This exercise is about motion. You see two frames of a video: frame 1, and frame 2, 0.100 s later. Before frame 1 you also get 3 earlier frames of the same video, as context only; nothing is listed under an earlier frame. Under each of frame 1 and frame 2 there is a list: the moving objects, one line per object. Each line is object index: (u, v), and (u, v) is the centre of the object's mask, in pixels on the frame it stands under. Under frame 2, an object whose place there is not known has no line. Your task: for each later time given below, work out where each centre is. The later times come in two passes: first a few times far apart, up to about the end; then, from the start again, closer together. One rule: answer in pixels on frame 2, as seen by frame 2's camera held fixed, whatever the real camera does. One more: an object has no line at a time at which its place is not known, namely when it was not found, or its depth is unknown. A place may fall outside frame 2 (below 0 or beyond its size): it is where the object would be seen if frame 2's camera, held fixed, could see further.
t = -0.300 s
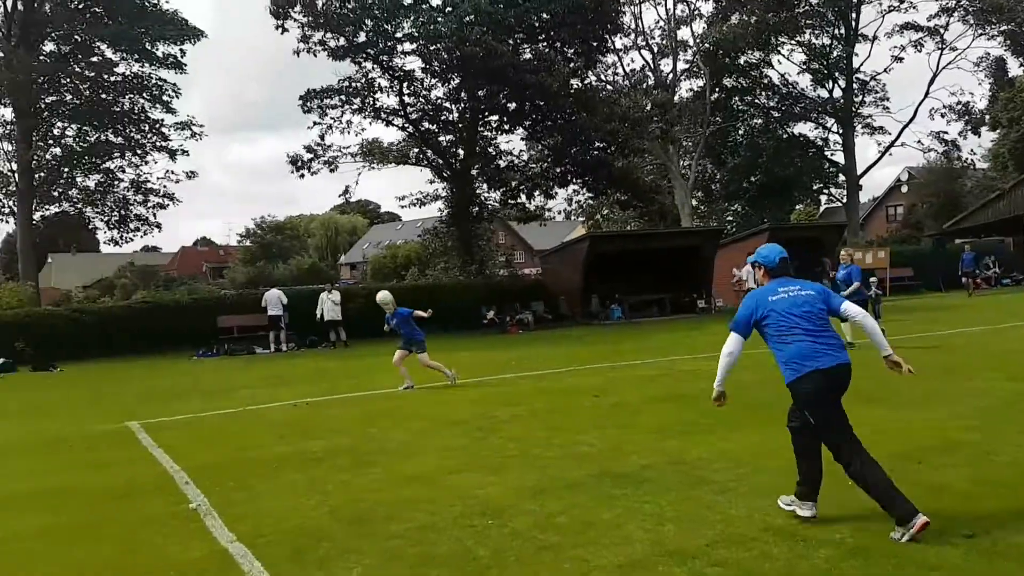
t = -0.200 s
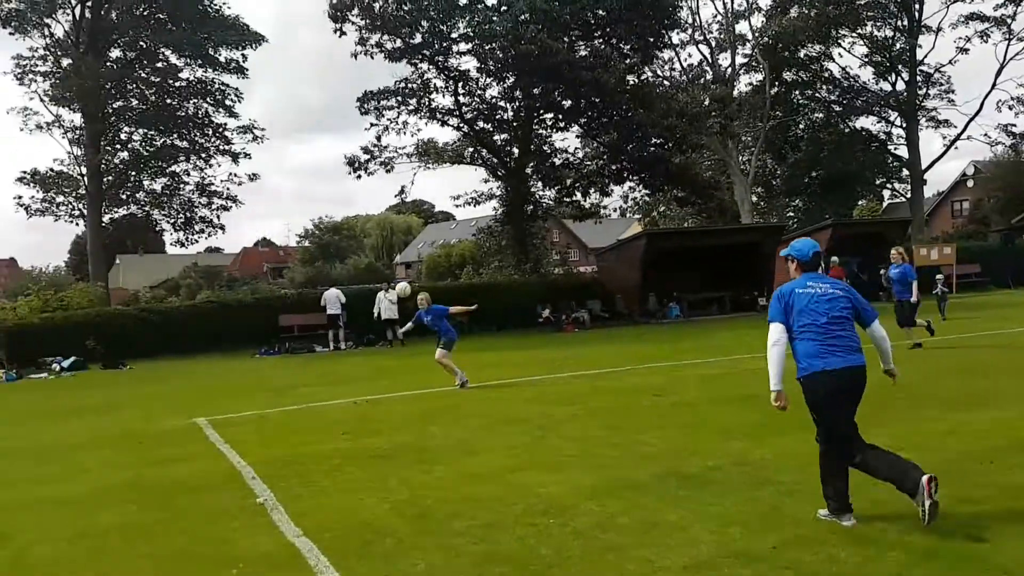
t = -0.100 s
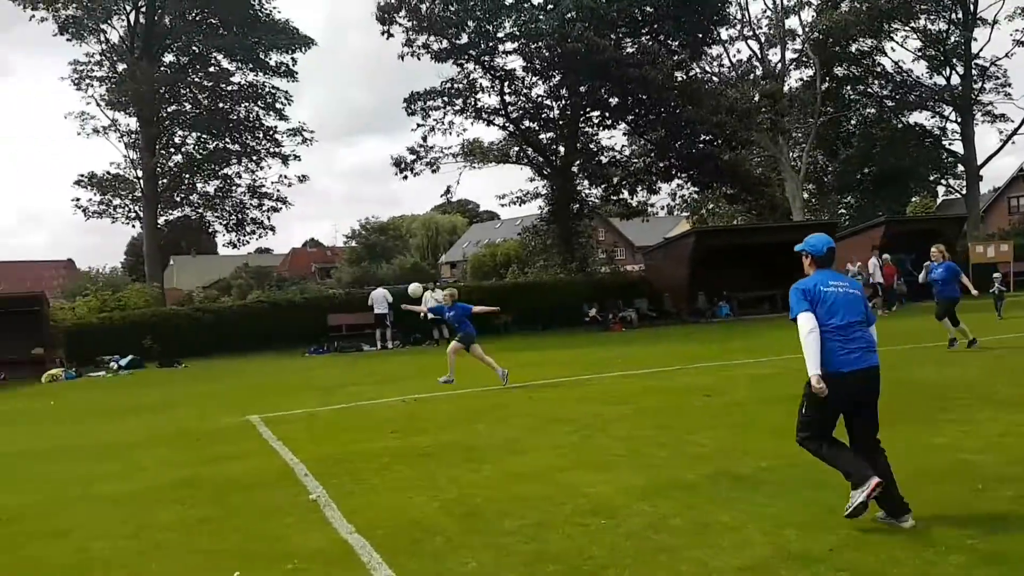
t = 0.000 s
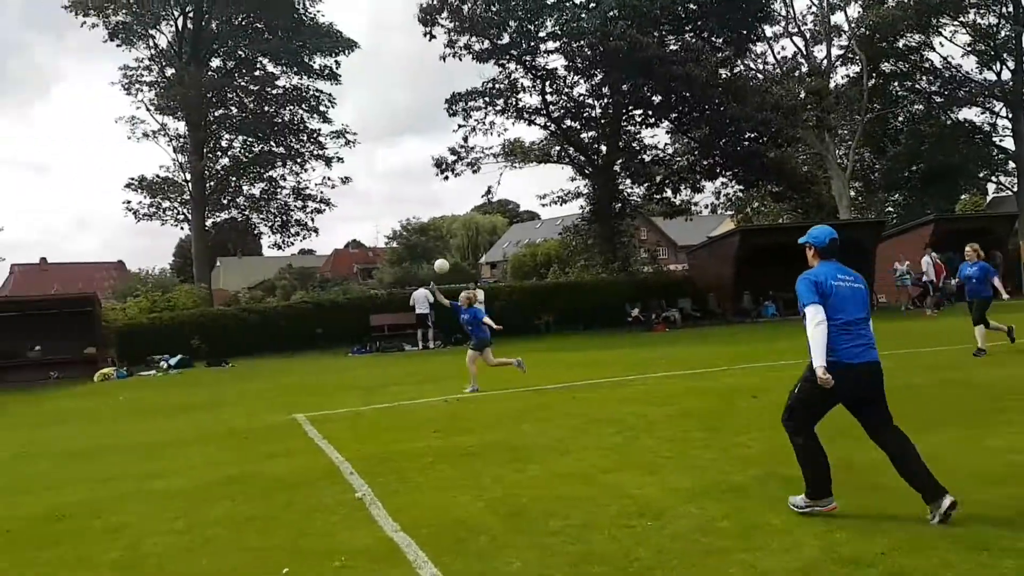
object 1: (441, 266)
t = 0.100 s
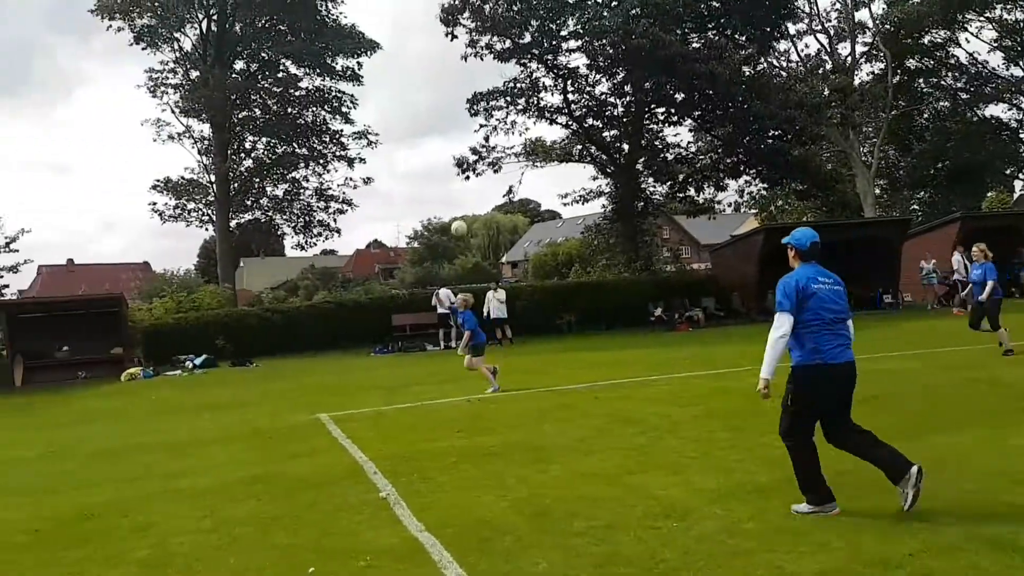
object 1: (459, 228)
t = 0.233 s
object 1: (454, 186)
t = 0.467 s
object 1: (444, 134)
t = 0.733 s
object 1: (435, 123)
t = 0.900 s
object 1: (430, 154)
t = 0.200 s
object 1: (455, 196)
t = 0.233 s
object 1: (454, 186)
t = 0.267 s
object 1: (452, 177)
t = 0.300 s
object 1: (450, 167)
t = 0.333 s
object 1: (449, 159)
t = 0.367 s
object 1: (448, 151)
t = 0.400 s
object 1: (446, 145)
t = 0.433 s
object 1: (445, 139)
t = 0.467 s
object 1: (444, 134)
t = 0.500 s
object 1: (443, 130)
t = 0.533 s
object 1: (441, 126)
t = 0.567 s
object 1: (440, 122)
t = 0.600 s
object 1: (439, 120)
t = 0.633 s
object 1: (438, 120)
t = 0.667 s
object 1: (437, 120)
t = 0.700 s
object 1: (436, 121)
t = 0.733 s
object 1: (435, 123)
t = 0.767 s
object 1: (434, 127)
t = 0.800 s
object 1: (433, 130)
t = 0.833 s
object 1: (432, 137)
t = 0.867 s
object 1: (431, 144)
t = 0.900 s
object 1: (430, 154)
